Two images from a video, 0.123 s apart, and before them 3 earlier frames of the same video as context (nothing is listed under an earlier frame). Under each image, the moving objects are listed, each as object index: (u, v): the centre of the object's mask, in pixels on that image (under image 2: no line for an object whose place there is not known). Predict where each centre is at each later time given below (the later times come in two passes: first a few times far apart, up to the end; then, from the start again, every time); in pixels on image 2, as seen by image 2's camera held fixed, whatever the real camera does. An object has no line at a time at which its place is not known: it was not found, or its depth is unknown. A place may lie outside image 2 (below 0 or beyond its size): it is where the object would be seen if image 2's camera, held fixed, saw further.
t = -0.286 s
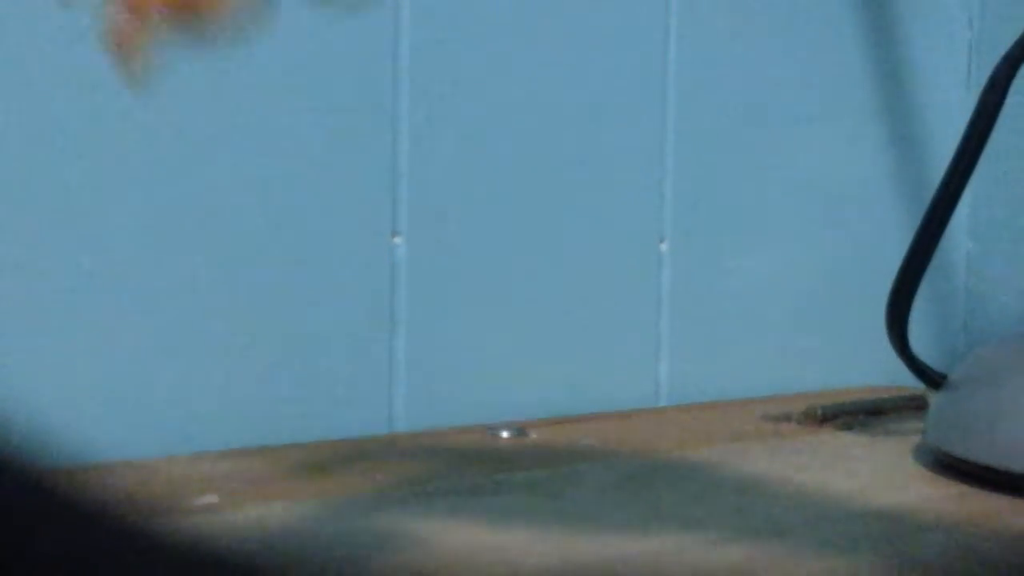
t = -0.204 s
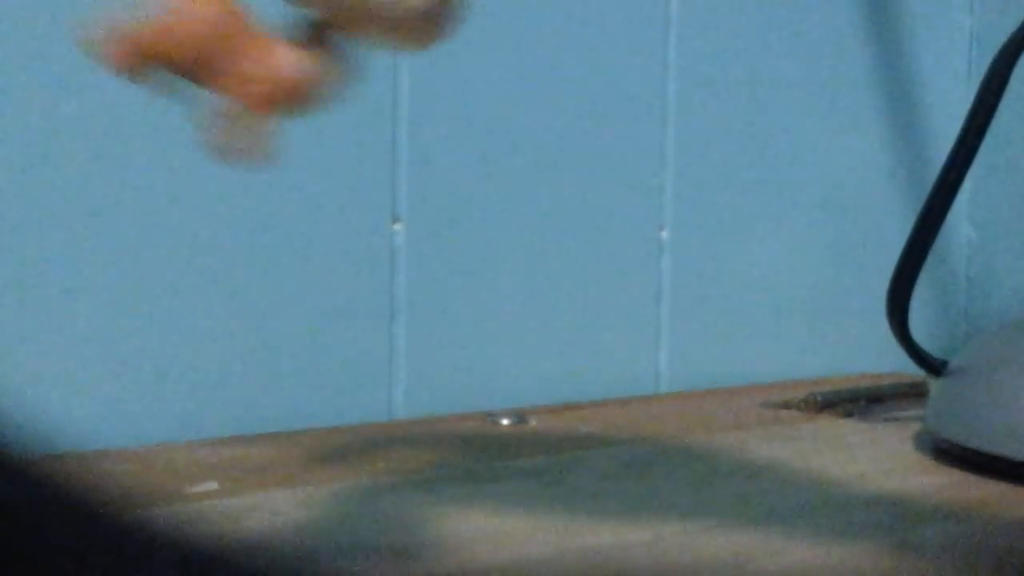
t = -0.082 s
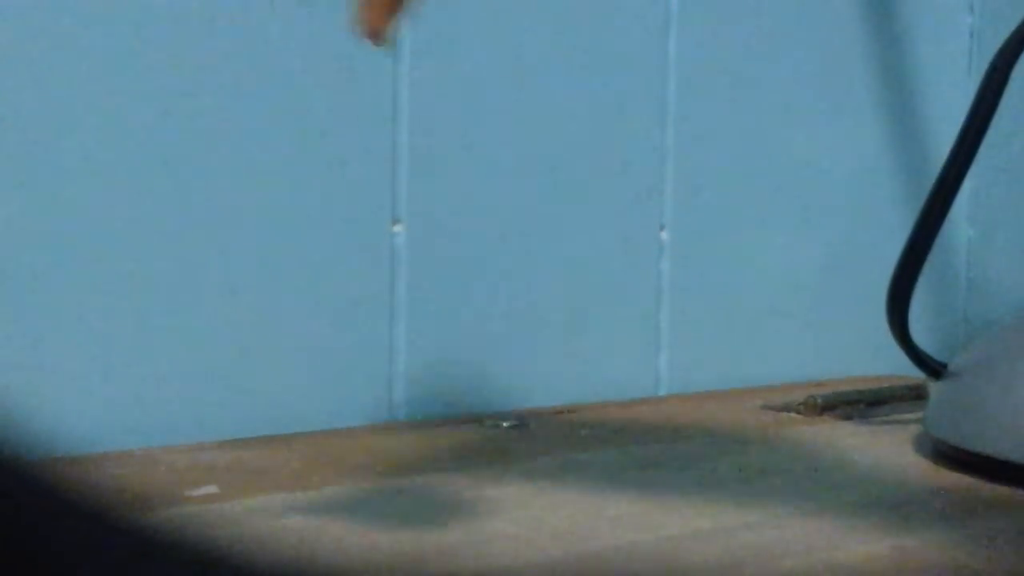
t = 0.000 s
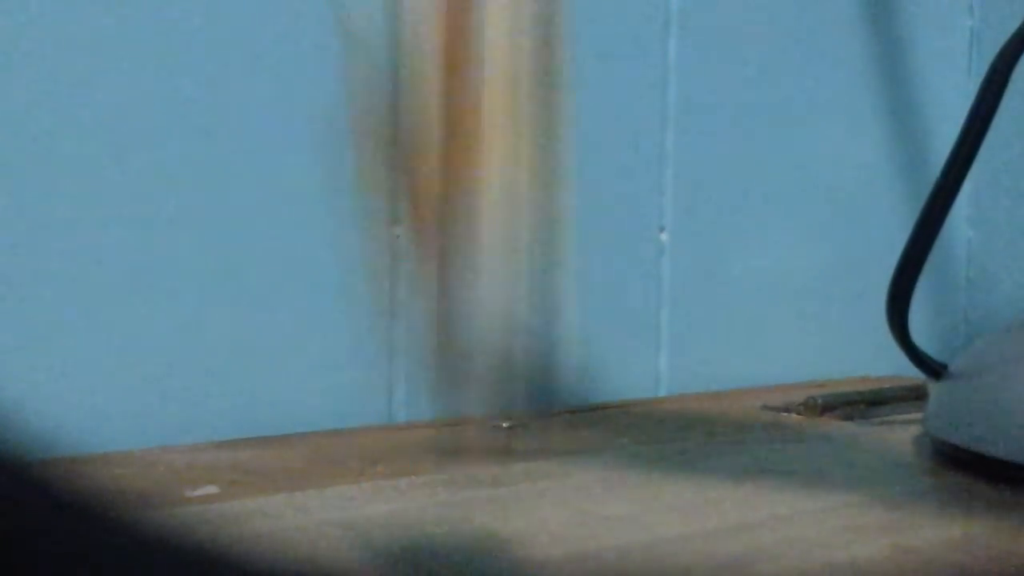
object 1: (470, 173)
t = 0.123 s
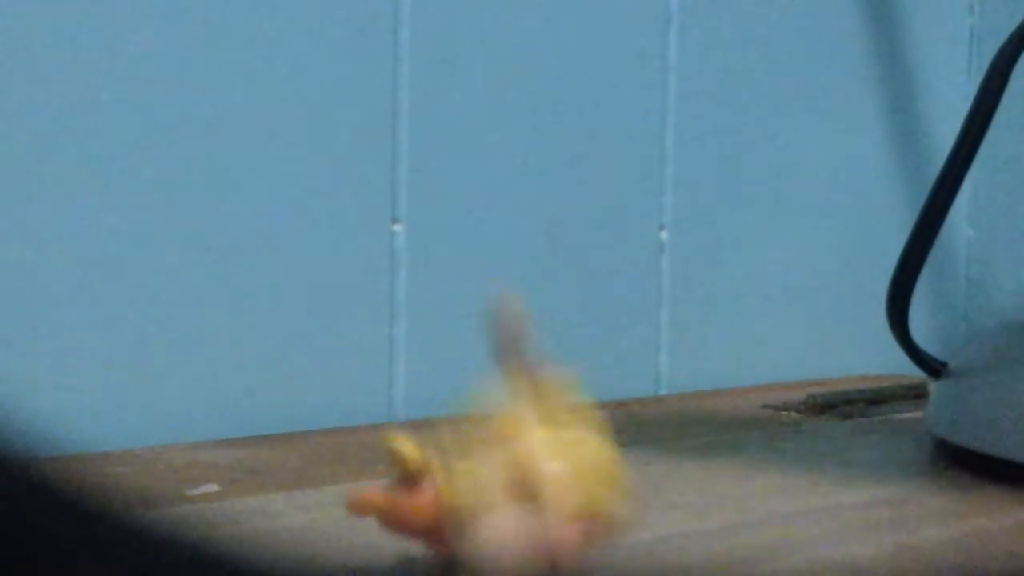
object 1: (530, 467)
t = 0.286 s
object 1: (662, 505)
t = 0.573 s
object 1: (688, 503)
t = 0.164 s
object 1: (571, 487)
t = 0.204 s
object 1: (604, 491)
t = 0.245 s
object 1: (625, 491)
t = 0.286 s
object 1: (662, 505)
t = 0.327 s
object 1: (683, 509)
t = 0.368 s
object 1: (691, 509)
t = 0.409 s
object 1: (693, 508)
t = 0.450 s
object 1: (689, 507)
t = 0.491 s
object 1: (687, 509)
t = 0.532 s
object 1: (688, 502)
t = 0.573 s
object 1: (688, 503)
